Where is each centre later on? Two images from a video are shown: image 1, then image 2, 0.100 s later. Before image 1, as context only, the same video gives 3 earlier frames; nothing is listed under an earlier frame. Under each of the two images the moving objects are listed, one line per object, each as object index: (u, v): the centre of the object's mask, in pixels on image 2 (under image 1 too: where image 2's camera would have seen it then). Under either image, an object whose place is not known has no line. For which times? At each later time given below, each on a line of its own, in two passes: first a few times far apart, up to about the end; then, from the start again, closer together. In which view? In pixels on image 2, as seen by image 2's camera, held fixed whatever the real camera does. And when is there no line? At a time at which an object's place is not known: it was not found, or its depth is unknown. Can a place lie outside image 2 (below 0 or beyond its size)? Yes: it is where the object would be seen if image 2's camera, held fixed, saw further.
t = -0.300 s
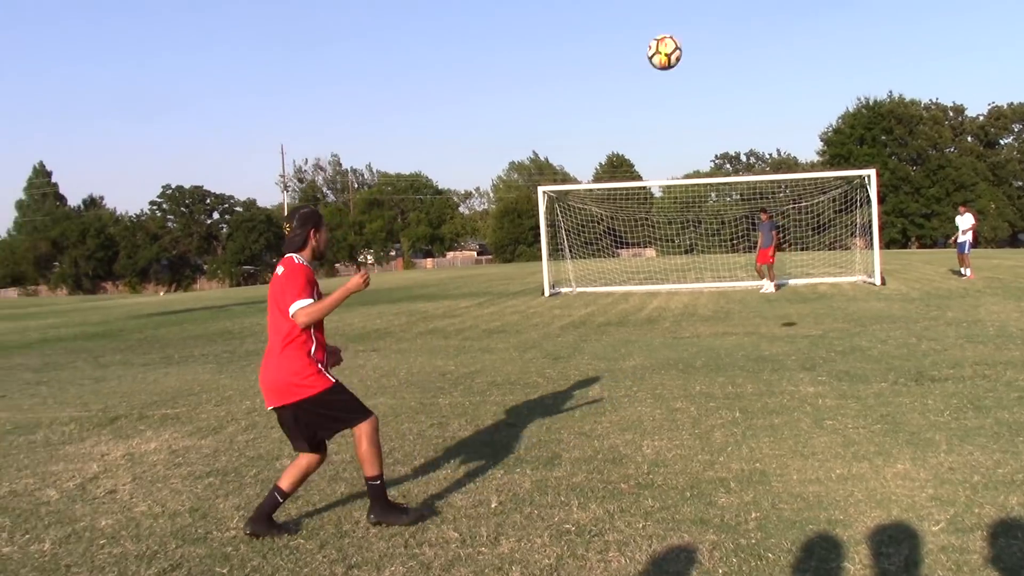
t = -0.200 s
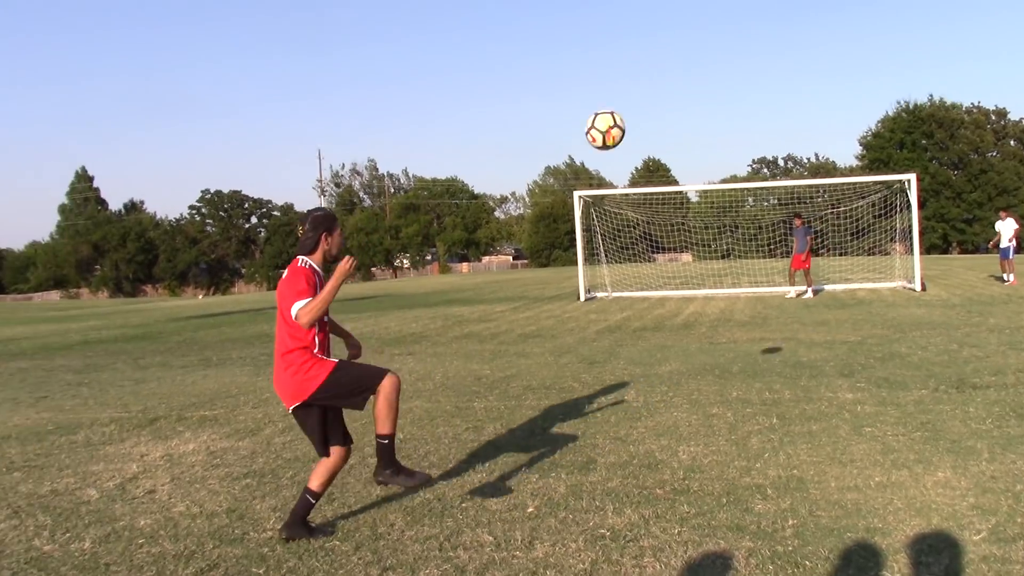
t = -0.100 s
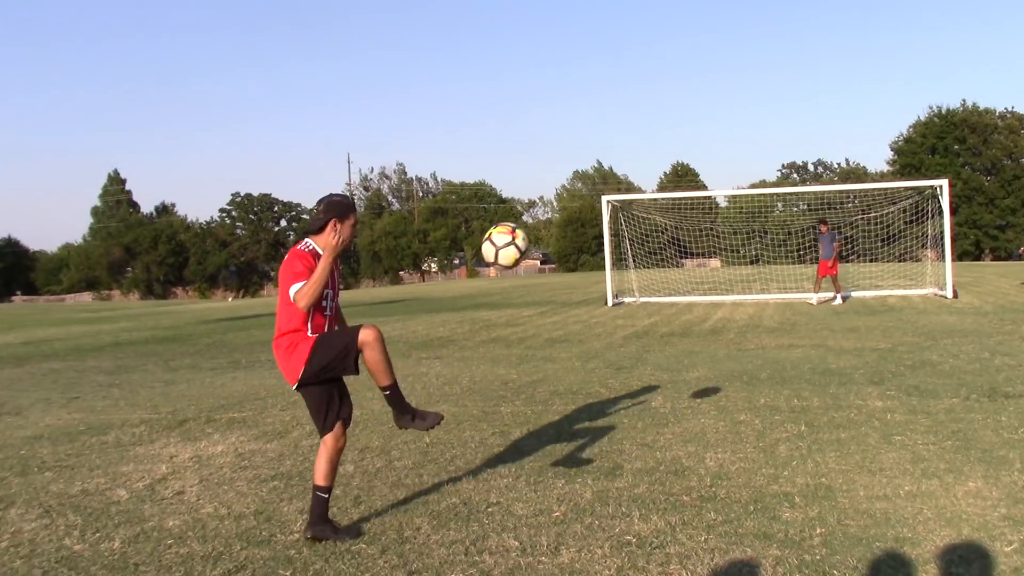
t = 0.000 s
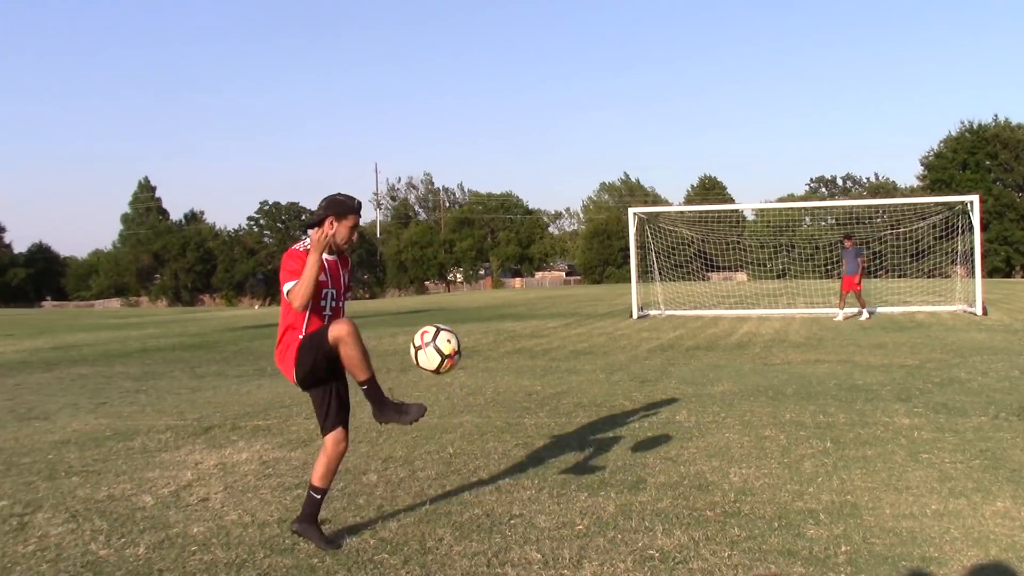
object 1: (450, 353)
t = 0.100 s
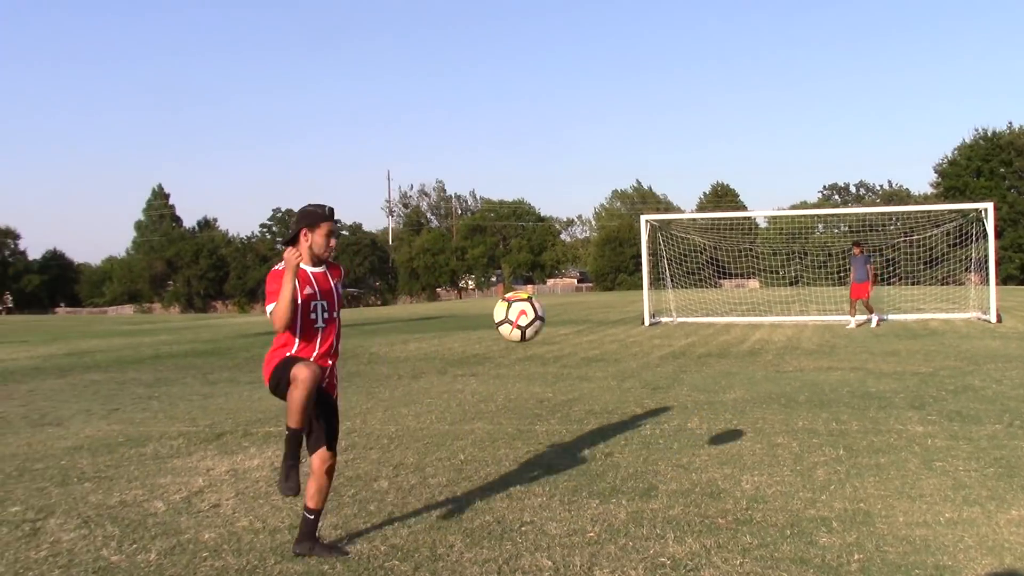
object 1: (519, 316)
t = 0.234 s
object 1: (614, 300)
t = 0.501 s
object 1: (810, 391)
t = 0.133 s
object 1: (541, 309)
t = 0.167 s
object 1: (566, 303)
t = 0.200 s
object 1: (590, 299)
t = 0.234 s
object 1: (614, 300)
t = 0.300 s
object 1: (664, 307)
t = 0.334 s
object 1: (690, 317)
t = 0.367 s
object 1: (714, 327)
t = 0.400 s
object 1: (738, 340)
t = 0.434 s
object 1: (761, 354)
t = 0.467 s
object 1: (785, 370)
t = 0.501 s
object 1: (810, 391)
